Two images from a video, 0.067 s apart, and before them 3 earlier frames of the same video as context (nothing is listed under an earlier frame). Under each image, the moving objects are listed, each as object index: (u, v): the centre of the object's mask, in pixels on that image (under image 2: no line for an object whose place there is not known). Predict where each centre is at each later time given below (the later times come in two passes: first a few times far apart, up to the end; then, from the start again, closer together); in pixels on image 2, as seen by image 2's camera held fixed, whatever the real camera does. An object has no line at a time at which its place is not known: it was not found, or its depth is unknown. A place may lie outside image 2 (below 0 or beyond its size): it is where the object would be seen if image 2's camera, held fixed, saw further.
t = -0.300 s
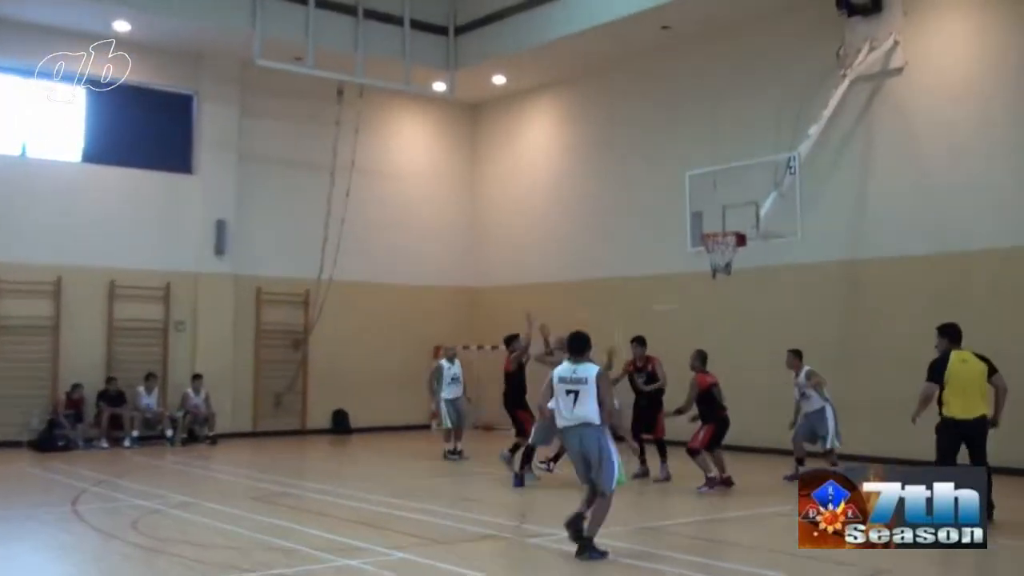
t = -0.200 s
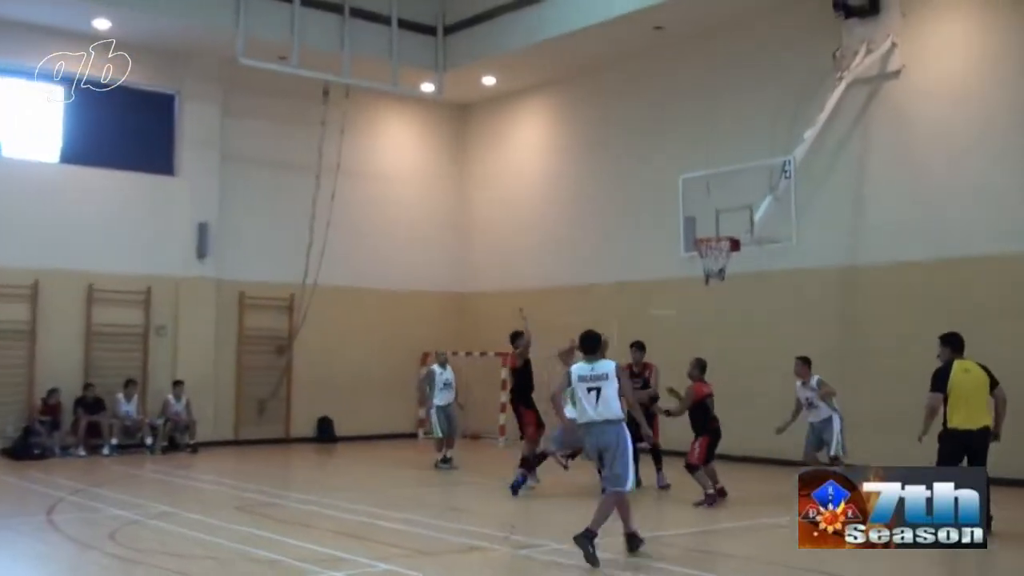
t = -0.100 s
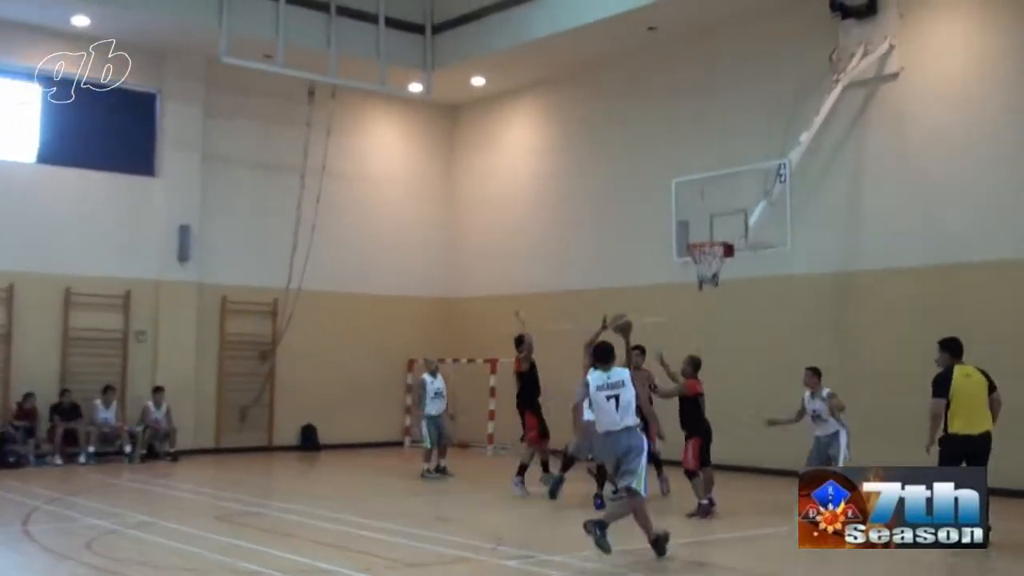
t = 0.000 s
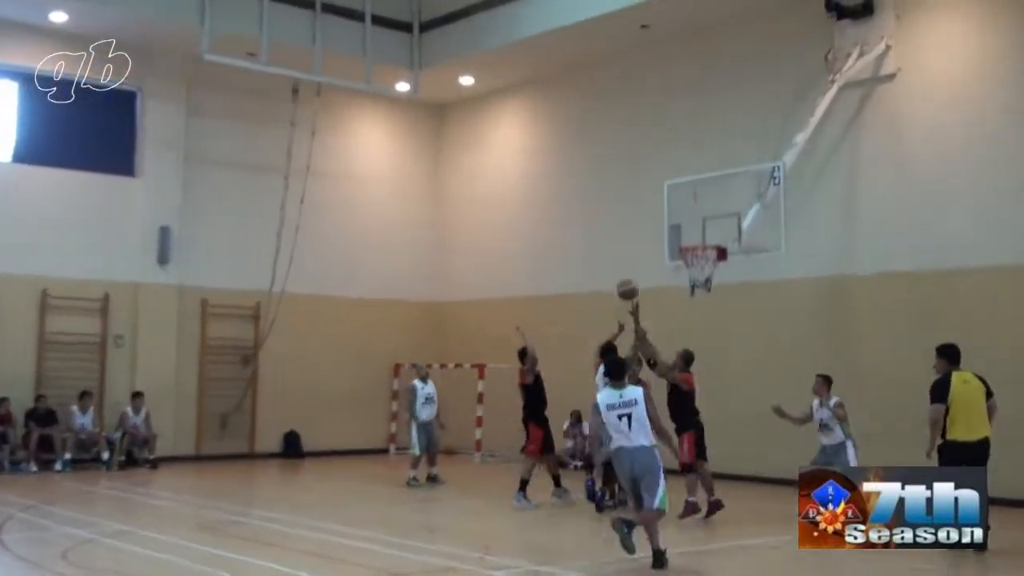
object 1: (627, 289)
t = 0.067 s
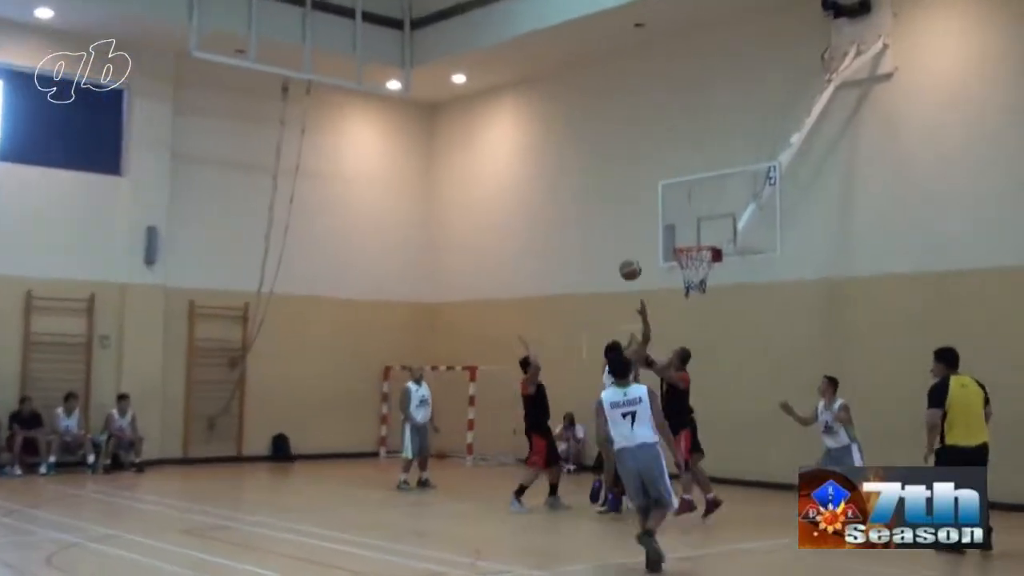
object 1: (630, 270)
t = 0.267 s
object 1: (655, 231)
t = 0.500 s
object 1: (683, 231)
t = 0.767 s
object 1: (691, 231)
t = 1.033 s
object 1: (679, 235)
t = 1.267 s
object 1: (666, 245)
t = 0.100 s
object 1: (634, 261)
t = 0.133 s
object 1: (638, 253)
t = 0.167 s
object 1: (643, 246)
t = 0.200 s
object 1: (647, 240)
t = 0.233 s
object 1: (651, 235)
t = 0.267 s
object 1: (655, 231)
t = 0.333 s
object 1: (663, 226)
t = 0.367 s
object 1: (667, 226)
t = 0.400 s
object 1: (671, 226)
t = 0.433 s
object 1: (675, 226)
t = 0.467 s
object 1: (679, 228)
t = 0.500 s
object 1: (683, 231)
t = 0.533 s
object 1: (686, 235)
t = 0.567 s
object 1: (690, 238)
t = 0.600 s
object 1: (693, 237)
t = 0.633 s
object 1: (695, 234)
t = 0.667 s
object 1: (696, 233)
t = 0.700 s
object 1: (694, 232)
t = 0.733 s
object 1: (692, 231)
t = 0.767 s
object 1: (691, 231)
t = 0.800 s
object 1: (689, 231)
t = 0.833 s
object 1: (687, 233)
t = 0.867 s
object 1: (685, 236)
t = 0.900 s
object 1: (683, 238)
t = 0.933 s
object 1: (682, 238)
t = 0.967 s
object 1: (681, 236)
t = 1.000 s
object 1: (680, 235)
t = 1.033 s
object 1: (679, 235)
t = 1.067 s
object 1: (678, 236)
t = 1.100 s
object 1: (677, 237)
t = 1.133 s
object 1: (676, 239)
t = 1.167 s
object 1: (674, 241)
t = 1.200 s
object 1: (671, 241)
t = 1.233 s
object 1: (669, 242)
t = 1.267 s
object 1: (666, 245)
